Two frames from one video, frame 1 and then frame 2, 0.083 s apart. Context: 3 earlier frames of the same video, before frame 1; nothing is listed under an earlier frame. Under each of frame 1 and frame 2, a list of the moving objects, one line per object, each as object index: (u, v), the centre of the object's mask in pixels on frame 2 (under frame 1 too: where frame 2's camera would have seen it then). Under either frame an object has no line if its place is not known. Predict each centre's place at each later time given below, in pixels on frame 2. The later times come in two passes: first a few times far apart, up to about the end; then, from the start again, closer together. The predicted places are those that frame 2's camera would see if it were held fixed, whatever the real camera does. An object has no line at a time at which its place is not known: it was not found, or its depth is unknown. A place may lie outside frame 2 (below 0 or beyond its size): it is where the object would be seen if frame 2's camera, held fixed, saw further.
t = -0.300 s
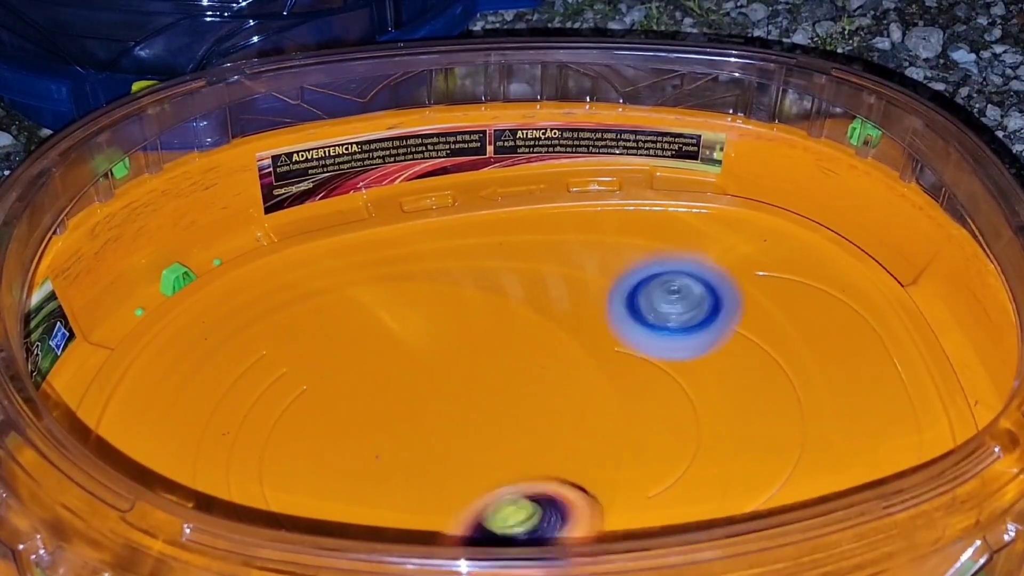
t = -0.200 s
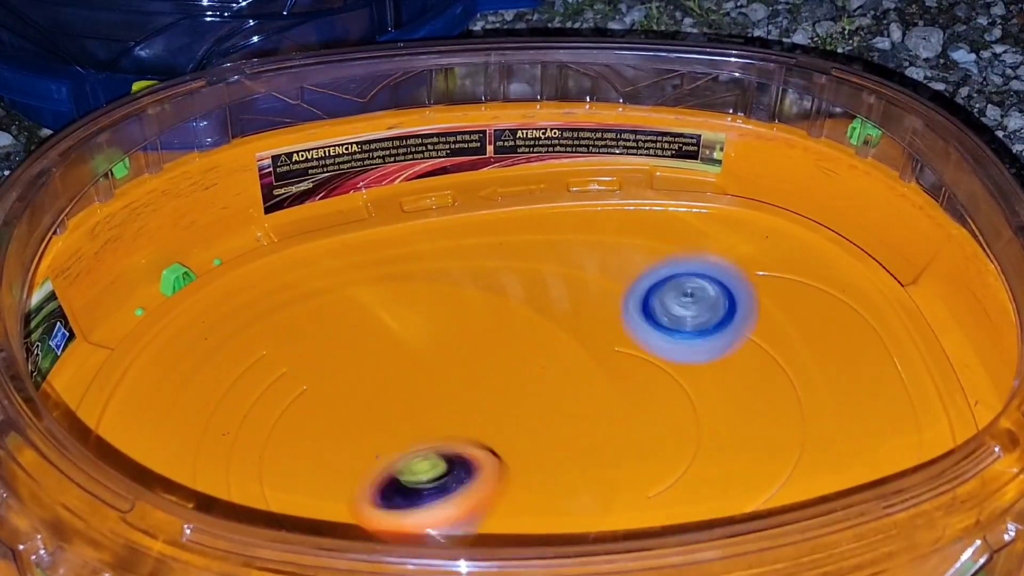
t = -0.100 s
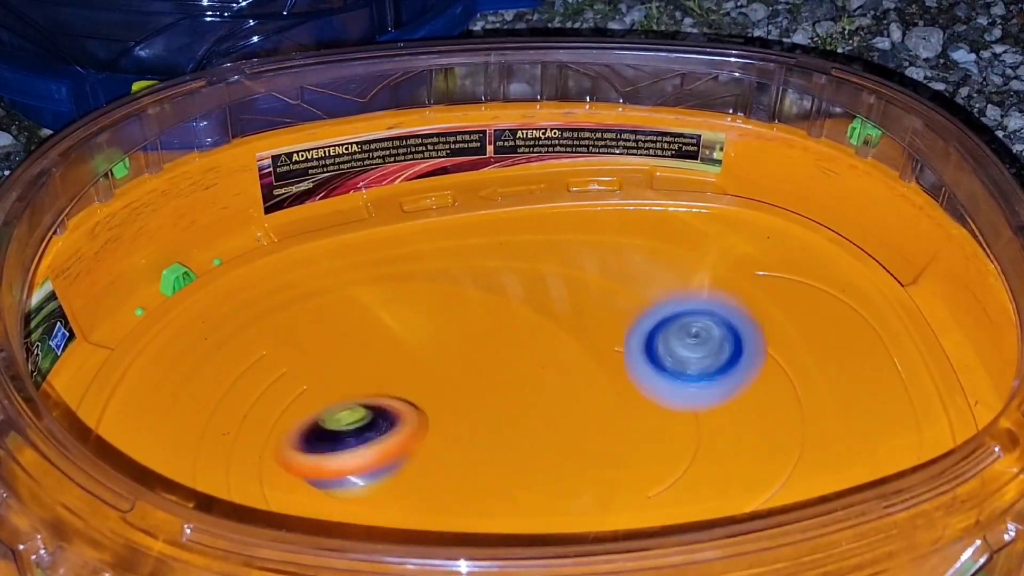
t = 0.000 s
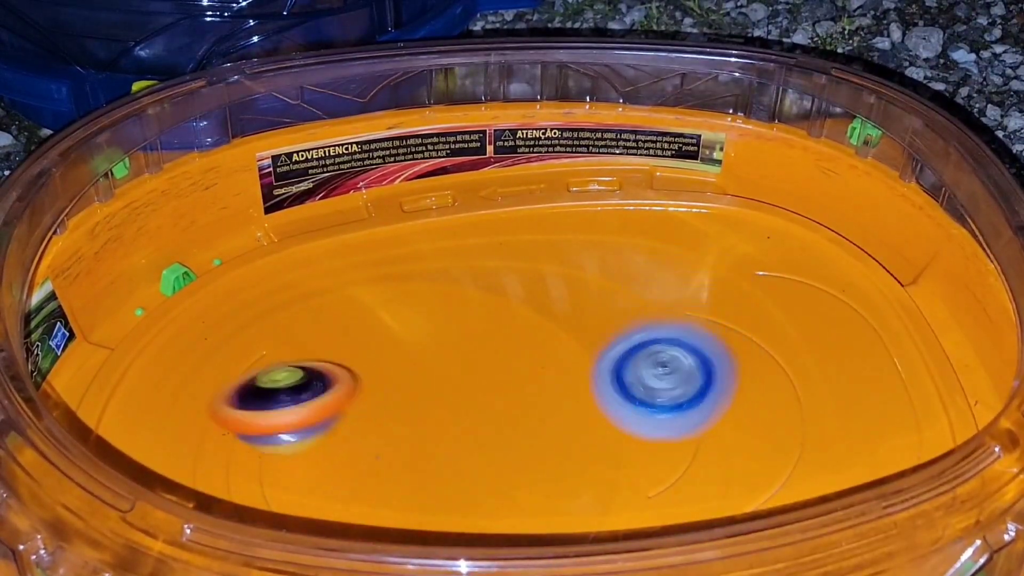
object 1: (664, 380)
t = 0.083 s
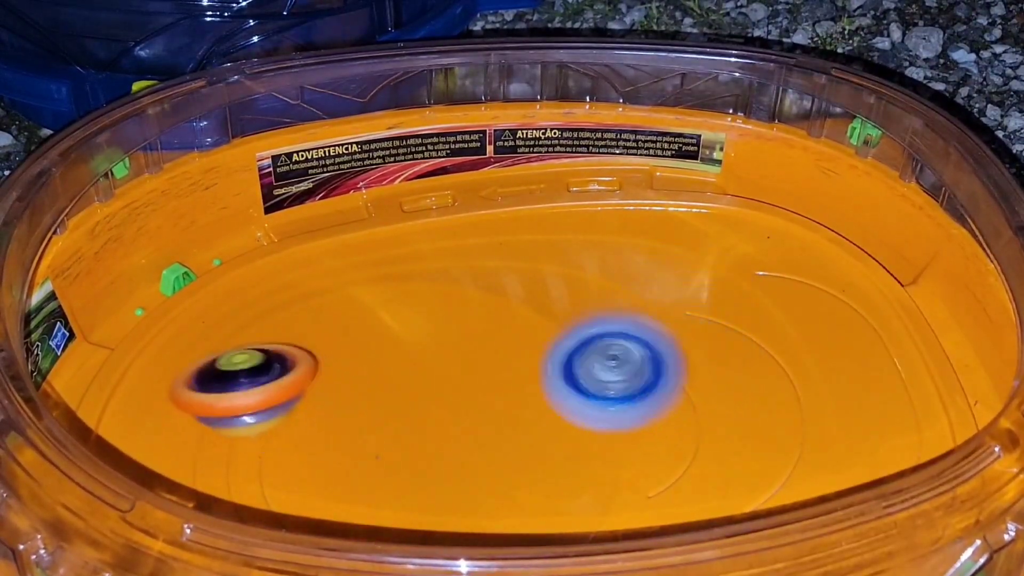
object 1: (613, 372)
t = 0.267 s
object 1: (461, 410)
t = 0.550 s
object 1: (462, 302)
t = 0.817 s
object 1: (539, 404)
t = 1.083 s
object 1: (528, 420)
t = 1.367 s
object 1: (432, 406)
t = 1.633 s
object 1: (478, 461)
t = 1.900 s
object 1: (339, 460)
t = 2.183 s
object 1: (473, 340)
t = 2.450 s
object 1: (509, 467)
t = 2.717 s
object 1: (311, 419)
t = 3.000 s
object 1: (424, 364)
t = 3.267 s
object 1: (389, 484)
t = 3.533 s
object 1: (285, 395)
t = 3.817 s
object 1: (422, 361)
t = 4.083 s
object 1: (322, 446)
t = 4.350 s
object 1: (317, 350)
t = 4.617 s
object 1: (456, 411)
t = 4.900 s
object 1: (417, 416)
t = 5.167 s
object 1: (464, 391)
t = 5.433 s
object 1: (389, 403)
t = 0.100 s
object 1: (602, 372)
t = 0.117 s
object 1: (588, 373)
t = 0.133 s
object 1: (575, 374)
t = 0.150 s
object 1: (562, 375)
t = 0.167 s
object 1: (548, 380)
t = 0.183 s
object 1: (533, 383)
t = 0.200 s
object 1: (518, 388)
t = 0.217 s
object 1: (504, 395)
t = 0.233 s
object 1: (489, 401)
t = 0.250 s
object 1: (476, 406)
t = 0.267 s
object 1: (461, 410)
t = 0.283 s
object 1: (445, 414)
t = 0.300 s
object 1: (430, 414)
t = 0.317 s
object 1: (414, 414)
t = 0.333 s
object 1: (400, 412)
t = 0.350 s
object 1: (387, 409)
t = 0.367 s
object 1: (382, 401)
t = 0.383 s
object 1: (387, 390)
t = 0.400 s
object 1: (392, 377)
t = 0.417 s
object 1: (396, 366)
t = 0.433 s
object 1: (401, 353)
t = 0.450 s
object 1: (407, 342)
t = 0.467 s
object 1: (414, 334)
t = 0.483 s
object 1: (423, 324)
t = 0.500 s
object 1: (431, 318)
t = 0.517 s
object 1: (440, 311)
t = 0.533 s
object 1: (451, 305)
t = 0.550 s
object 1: (462, 302)
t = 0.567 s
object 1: (473, 298)
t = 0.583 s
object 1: (485, 297)
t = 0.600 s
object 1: (495, 298)
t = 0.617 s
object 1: (506, 299)
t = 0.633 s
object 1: (516, 303)
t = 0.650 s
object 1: (526, 308)
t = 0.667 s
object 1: (536, 315)
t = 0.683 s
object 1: (543, 323)
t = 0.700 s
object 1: (549, 333)
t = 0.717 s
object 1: (553, 343)
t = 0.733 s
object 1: (554, 356)
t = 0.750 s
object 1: (555, 366)
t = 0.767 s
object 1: (552, 380)
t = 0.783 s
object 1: (546, 392)
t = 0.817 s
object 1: (539, 404)
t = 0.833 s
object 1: (540, 409)
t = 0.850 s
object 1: (552, 398)
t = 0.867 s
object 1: (562, 394)
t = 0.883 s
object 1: (570, 390)
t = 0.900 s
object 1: (576, 384)
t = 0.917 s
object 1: (579, 381)
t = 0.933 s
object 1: (583, 379)
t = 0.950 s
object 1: (582, 377)
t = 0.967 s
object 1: (582, 378)
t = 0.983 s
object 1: (578, 382)
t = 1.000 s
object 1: (573, 384)
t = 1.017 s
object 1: (567, 390)
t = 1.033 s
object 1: (559, 394)
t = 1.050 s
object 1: (551, 403)
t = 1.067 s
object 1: (539, 411)
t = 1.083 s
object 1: (528, 420)
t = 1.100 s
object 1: (513, 426)
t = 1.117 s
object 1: (500, 433)
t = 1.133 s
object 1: (483, 439)
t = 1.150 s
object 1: (467, 442)
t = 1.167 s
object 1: (450, 445)
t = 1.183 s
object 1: (434, 444)
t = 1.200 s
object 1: (417, 445)
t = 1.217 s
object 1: (400, 441)
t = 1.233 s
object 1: (384, 437)
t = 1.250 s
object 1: (370, 431)
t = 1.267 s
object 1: (371, 428)
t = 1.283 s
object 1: (384, 423)
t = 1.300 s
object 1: (397, 421)
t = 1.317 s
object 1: (406, 416)
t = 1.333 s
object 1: (417, 413)
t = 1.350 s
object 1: (424, 408)
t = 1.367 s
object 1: (432, 406)
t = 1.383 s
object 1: (437, 403)
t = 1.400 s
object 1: (444, 402)
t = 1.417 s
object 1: (449, 402)
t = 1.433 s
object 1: (456, 403)
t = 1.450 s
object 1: (460, 403)
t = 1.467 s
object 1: (465, 406)
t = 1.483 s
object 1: (467, 407)
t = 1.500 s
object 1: (470, 411)
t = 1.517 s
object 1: (471, 415)
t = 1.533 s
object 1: (471, 419)
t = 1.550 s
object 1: (469, 423)
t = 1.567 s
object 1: (467, 429)
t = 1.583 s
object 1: (464, 432)
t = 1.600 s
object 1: (469, 441)
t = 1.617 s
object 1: (475, 449)
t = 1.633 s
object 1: (478, 461)
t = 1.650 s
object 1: (481, 467)
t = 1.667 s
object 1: (478, 475)
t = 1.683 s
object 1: (475, 481)
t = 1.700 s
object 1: (468, 484)
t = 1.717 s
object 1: (460, 489)
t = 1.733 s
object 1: (449, 492)
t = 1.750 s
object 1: (436, 495)
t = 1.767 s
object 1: (424, 494)
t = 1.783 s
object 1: (410, 495)
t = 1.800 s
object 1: (397, 491)
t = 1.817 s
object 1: (383, 490)
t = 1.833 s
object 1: (371, 486)
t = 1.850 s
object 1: (360, 481)
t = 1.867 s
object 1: (351, 474)
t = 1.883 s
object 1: (345, 468)
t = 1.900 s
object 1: (339, 460)
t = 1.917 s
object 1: (337, 448)
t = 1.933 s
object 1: (336, 438)
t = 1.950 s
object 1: (338, 427)
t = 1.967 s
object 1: (340, 416)
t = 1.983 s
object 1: (344, 406)
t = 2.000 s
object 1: (351, 395)
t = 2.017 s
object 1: (358, 387)
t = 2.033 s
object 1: (367, 378)
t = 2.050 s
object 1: (377, 369)
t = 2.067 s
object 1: (388, 363)
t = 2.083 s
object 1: (398, 355)
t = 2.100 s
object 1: (410, 350)
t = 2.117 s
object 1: (423, 346)
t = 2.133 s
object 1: (434, 343)
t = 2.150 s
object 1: (448, 341)
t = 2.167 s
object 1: (461, 339)
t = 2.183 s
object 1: (473, 340)
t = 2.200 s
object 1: (486, 341)
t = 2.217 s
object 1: (497, 345)
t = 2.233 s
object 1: (509, 350)
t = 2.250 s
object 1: (518, 355)
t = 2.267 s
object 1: (527, 362)
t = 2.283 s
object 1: (535, 368)
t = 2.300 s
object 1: (541, 378)
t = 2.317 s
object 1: (545, 387)
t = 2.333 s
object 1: (547, 396)
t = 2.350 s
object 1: (548, 408)
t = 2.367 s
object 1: (547, 418)
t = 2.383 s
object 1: (542, 429)
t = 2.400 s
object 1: (537, 440)
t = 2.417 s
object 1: (529, 449)
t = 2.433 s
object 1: (519, 461)
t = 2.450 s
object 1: (509, 467)
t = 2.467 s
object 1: (495, 474)
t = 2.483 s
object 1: (481, 479)
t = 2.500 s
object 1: (467, 480)
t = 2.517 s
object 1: (451, 482)
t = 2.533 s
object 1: (437, 482)
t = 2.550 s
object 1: (421, 481)
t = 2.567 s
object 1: (405, 480)
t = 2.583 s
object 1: (390, 477)
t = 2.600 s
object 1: (376, 475)
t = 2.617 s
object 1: (365, 470)
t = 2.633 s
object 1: (351, 464)
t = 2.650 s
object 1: (339, 458)
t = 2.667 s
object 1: (332, 449)
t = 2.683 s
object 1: (322, 441)
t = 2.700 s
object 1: (316, 430)
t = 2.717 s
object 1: (311, 419)
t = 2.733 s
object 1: (306, 410)
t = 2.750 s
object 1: (305, 398)
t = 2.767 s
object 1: (305, 387)
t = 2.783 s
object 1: (307, 382)
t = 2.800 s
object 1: (313, 377)
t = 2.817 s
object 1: (317, 371)
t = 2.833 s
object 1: (323, 368)
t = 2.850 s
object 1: (328, 361)
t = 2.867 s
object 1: (336, 356)
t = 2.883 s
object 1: (348, 355)
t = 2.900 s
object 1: (357, 353)
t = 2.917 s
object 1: (368, 353)
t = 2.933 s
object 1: (381, 352)
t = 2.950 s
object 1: (392, 354)
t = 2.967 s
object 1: (404, 356)
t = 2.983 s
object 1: (414, 358)
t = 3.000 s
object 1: (424, 364)
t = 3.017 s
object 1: (433, 370)
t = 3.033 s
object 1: (441, 376)
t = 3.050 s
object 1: (448, 385)
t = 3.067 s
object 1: (454, 394)
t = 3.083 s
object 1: (457, 402)
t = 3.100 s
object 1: (459, 413)
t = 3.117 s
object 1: (460, 422)
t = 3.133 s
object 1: (457, 432)
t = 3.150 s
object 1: (453, 442)
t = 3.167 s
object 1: (449, 451)
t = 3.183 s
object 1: (440, 461)
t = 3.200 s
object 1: (433, 469)
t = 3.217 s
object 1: (423, 476)
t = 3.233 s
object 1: (413, 479)
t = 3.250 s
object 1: (401, 482)
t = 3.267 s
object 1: (389, 484)
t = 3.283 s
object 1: (376, 486)
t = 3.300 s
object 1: (362, 488)
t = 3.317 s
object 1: (350, 484)
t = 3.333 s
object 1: (335, 484)
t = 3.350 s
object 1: (325, 479)
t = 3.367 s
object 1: (313, 474)
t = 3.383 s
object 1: (302, 468)
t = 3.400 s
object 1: (295, 464)
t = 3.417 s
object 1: (286, 457)
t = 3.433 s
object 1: (279, 451)
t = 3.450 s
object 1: (277, 443)
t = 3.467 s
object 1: (274, 433)
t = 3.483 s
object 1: (274, 423)
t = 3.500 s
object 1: (277, 414)
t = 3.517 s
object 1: (280, 404)
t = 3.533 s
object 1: (285, 395)
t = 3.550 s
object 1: (294, 387)
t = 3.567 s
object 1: (302, 379)
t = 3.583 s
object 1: (311, 372)
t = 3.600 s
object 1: (322, 366)
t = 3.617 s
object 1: (332, 360)
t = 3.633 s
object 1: (340, 356)
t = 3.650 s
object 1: (346, 352)
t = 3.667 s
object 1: (353, 348)
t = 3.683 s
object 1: (361, 345)
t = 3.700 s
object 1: (371, 344)
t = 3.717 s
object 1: (382, 342)
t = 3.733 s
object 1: (391, 342)
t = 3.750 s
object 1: (398, 345)
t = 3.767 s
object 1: (403, 347)
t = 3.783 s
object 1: (410, 350)
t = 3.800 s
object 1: (416, 356)
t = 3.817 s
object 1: (422, 361)
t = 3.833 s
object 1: (427, 367)
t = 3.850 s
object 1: (431, 377)
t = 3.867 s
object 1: (432, 385)
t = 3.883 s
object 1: (434, 393)
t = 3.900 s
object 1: (430, 402)
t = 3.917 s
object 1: (425, 411)
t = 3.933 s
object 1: (420, 418)
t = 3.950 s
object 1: (412, 425)
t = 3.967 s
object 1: (402, 433)
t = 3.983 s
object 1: (394, 438)
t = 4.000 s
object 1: (383, 441)
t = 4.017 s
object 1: (370, 445)
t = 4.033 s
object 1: (358, 449)
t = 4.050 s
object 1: (346, 448)
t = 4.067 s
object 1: (334, 447)
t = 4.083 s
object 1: (322, 446)
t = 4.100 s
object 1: (311, 442)
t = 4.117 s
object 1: (303, 436)
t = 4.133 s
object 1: (293, 431)
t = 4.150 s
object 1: (288, 423)
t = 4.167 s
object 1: (284, 415)
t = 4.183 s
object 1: (278, 407)
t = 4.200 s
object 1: (276, 399)
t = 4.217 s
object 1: (277, 392)
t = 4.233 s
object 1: (276, 385)
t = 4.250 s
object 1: (277, 378)
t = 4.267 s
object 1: (283, 373)
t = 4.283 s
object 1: (289, 366)
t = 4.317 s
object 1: (297, 359)
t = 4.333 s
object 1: (306, 355)
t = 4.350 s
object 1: (317, 350)
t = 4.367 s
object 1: (328, 346)
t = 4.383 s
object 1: (339, 344)
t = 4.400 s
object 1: (352, 343)
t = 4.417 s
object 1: (365, 344)
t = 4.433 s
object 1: (376, 345)
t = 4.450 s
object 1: (388, 348)
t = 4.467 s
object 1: (400, 352)
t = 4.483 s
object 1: (410, 356)
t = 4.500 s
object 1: (419, 361)
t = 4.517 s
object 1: (428, 369)
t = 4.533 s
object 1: (435, 376)
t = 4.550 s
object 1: (442, 384)
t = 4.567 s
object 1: (446, 393)
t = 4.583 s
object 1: (451, 403)
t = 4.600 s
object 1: (454, 408)
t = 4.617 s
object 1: (456, 411)
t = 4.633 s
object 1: (456, 414)
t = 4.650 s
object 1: (456, 421)
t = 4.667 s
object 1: (456, 428)
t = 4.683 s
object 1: (456, 433)
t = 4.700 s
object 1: (453, 440)
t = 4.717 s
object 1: (449, 446)
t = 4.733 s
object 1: (447, 447)
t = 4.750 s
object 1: (444, 444)
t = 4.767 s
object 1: (442, 441)
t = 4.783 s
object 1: (437, 441)
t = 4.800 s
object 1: (433, 438)
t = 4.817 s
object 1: (430, 436)
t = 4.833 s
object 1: (426, 433)
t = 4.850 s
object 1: (423, 429)
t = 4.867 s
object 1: (419, 426)
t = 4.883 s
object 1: (417, 420)
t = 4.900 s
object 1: (417, 416)
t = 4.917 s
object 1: (417, 411)
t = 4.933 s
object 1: (418, 405)
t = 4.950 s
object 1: (420, 401)
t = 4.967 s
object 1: (423, 396)
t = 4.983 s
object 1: (428, 391)
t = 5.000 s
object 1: (431, 387)
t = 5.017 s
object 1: (434, 384)
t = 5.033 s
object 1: (439, 383)
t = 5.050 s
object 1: (443, 381)
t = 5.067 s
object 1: (448, 381)
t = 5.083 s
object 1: (452, 381)
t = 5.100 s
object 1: (456, 382)
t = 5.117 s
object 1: (459, 384)
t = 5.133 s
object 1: (461, 385)
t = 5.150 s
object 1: (464, 388)
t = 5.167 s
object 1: (464, 391)
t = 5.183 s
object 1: (465, 394)
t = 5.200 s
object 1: (464, 397)
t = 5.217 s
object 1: (461, 401)
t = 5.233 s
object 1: (460, 405)
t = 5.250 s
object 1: (456, 408)
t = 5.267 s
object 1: (453, 409)
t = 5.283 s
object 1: (446, 412)
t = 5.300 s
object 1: (440, 414)
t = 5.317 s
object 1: (434, 416)
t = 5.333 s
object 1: (427, 417)
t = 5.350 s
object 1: (422, 416)
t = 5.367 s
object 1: (413, 415)
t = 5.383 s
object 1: (406, 413)
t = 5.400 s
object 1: (400, 411)
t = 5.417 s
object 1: (394, 407)
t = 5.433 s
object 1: (389, 403)
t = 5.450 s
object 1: (382, 398)
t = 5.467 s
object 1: (378, 393)
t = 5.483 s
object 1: (374, 389)
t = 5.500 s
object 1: (372, 383)
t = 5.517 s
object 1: (371, 377)
